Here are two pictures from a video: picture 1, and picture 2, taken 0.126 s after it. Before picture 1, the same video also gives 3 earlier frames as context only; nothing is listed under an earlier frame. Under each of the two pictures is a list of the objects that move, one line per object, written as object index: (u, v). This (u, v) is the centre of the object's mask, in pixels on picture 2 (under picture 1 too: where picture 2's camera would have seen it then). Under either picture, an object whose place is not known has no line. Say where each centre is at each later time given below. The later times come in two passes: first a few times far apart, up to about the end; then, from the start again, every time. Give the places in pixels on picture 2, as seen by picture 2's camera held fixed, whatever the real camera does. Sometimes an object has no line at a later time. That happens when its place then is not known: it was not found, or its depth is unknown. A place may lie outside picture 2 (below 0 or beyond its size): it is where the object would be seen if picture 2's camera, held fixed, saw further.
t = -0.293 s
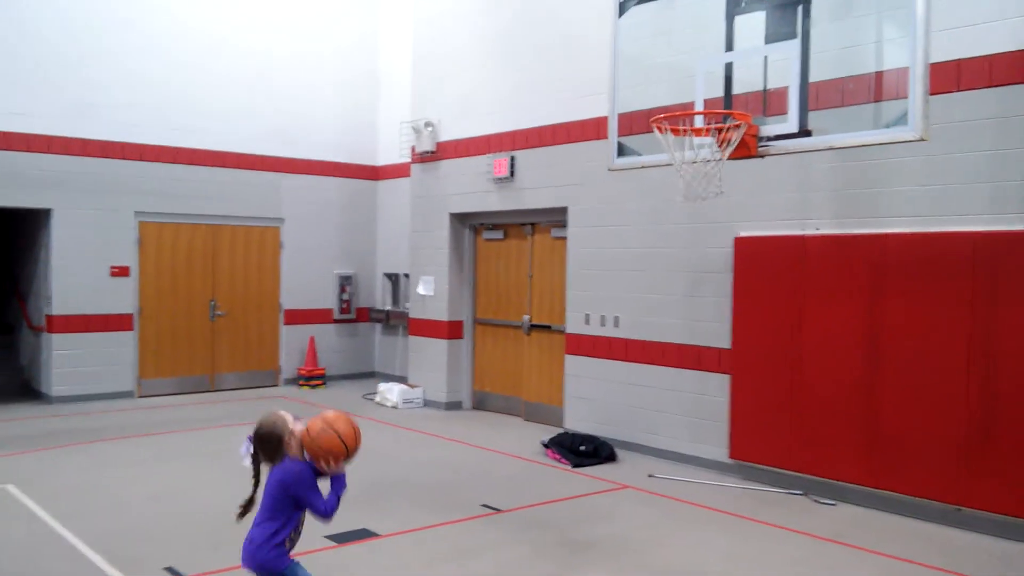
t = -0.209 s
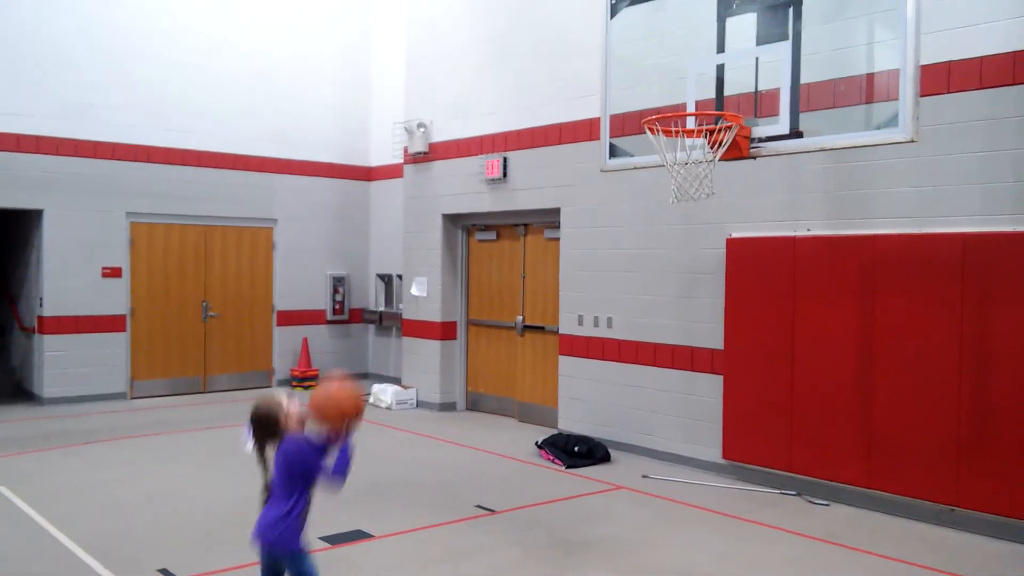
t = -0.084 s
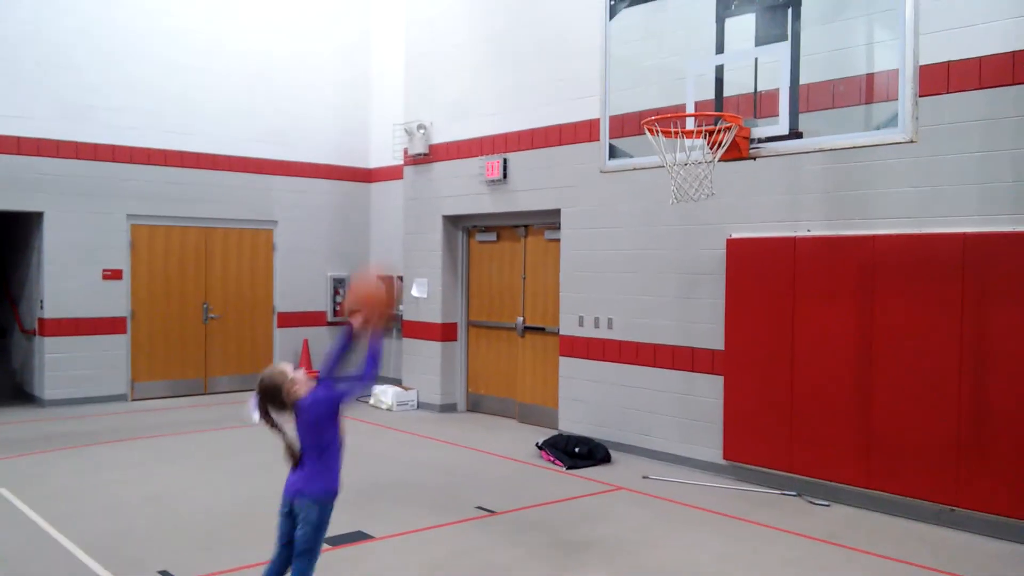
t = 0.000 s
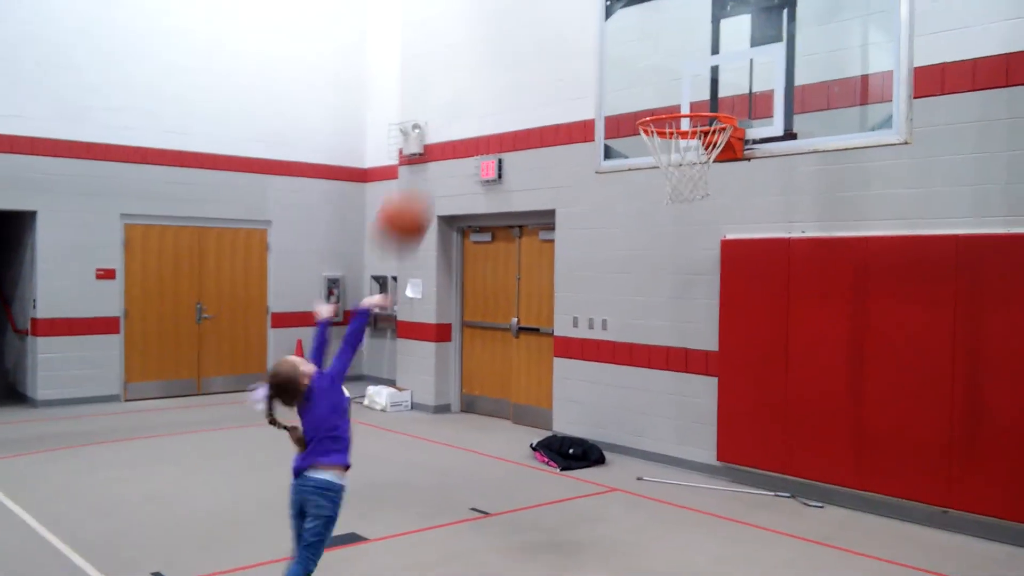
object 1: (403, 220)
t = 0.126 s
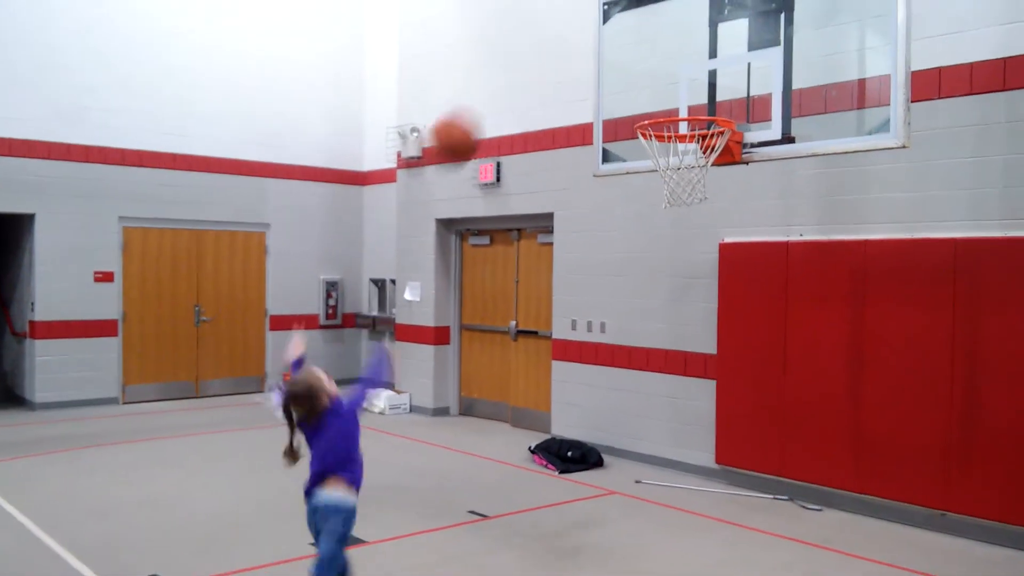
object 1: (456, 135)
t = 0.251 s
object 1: (505, 88)
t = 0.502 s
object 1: (592, 92)
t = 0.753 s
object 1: (548, 142)
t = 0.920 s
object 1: (481, 217)
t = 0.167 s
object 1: (473, 114)
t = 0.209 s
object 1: (488, 100)
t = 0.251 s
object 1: (505, 88)
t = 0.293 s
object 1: (520, 80)
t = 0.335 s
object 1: (535, 76)
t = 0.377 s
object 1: (550, 74)
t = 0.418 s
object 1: (563, 76)
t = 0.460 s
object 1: (579, 82)
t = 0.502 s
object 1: (592, 92)
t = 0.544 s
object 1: (606, 103)
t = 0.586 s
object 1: (614, 117)
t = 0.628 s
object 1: (598, 119)
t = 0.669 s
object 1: (581, 123)
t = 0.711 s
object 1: (564, 132)
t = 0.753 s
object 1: (548, 142)
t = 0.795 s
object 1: (532, 154)
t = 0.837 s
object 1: (515, 173)
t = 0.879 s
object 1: (499, 194)
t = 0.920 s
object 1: (481, 217)
